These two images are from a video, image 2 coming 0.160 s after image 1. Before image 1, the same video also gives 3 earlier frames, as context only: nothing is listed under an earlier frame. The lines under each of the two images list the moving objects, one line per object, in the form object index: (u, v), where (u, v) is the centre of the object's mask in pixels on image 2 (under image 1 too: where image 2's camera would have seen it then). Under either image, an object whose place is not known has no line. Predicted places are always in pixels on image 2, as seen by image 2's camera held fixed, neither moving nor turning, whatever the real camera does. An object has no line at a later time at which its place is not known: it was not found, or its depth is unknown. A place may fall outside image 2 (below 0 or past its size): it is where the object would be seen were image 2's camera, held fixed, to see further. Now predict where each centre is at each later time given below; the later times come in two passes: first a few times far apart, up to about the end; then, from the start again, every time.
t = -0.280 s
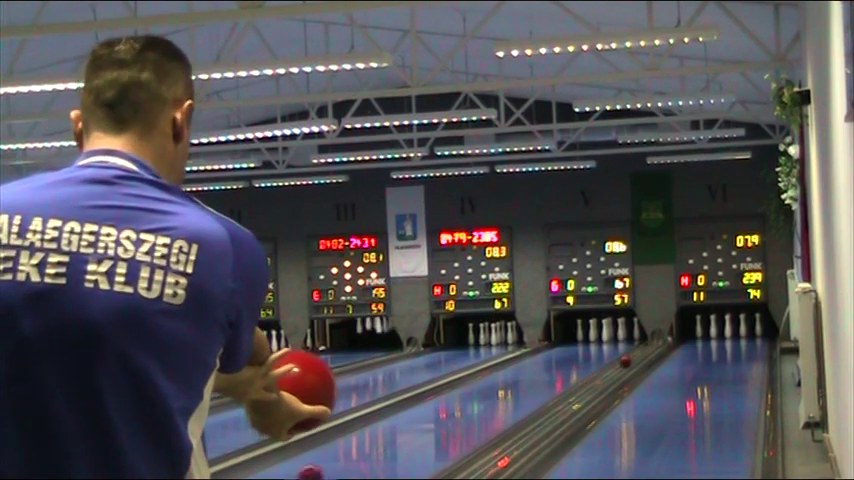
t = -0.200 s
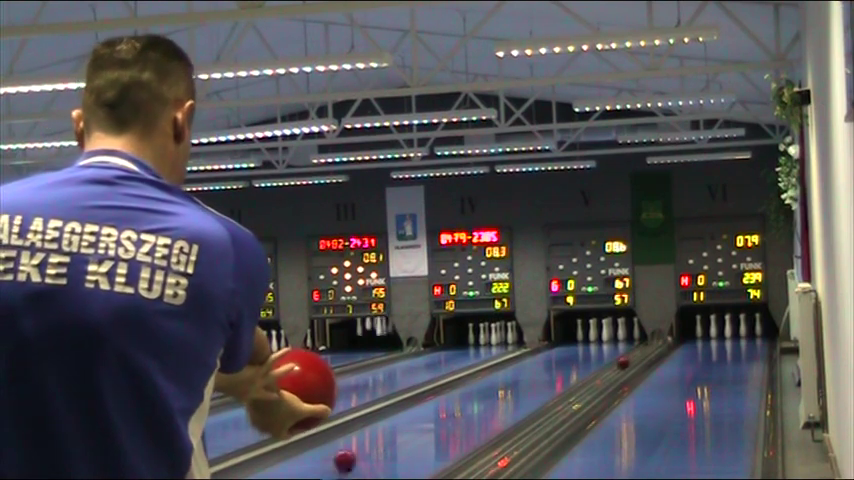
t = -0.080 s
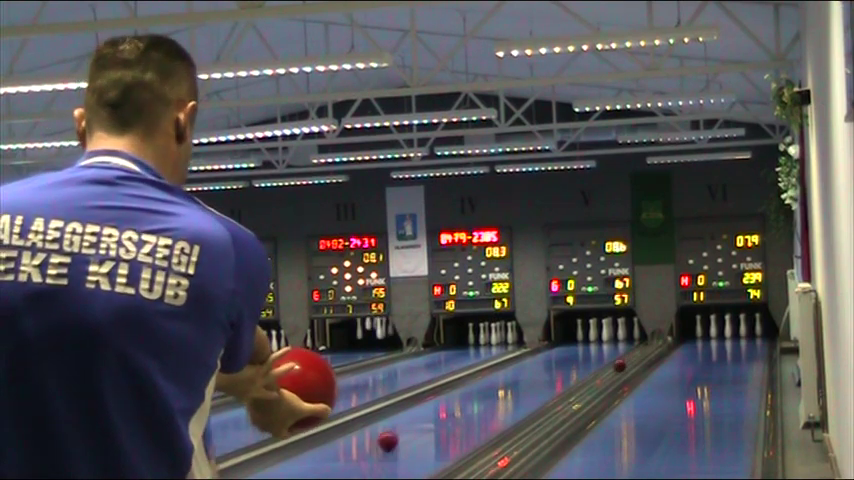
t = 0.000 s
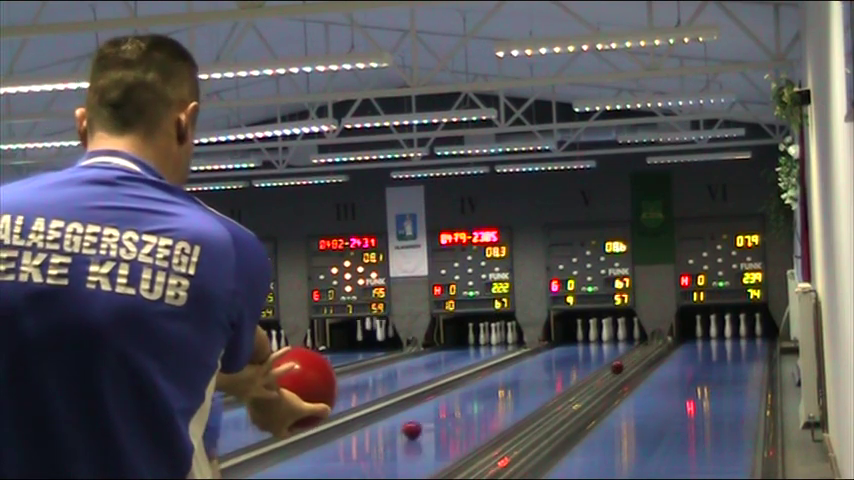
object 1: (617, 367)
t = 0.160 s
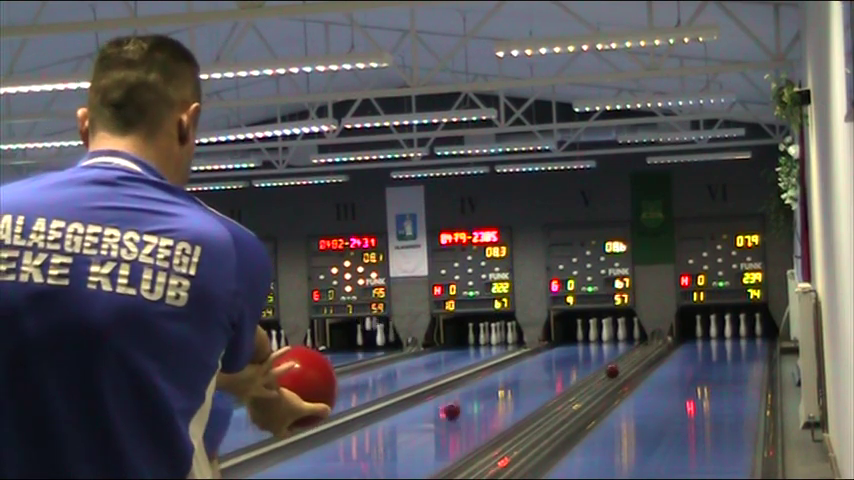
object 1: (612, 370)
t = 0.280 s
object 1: (607, 374)
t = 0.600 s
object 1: (596, 382)
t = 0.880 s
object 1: (584, 391)
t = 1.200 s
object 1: (569, 401)
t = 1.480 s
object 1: (553, 413)
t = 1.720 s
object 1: (538, 423)
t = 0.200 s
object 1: (611, 372)
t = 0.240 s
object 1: (609, 373)
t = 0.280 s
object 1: (607, 374)
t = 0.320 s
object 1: (606, 375)
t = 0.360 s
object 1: (605, 376)
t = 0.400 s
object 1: (603, 377)
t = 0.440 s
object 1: (601, 378)
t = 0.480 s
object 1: (600, 379)
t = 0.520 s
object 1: (599, 380)
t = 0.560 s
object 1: (598, 381)
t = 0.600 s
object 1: (596, 382)
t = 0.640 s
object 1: (594, 383)
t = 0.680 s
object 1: (592, 384)
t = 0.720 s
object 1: (591, 386)
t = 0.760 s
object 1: (589, 387)
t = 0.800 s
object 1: (588, 388)
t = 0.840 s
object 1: (586, 390)
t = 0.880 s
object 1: (584, 391)
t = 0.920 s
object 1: (582, 392)
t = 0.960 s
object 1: (580, 393)
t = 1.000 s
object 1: (578, 395)
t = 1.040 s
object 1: (577, 396)
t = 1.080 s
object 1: (575, 397)
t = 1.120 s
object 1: (572, 399)
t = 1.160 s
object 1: (571, 400)
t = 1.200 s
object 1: (569, 401)
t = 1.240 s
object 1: (566, 403)
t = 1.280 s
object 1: (564, 405)
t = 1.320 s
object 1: (562, 406)
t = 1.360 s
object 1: (559, 408)
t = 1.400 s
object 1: (557, 409)
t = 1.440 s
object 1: (555, 411)
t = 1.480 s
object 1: (553, 413)
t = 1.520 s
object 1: (550, 415)
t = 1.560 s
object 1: (548, 416)
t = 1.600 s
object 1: (545, 418)
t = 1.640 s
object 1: (543, 419)
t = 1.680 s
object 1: (540, 422)
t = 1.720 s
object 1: (538, 423)
